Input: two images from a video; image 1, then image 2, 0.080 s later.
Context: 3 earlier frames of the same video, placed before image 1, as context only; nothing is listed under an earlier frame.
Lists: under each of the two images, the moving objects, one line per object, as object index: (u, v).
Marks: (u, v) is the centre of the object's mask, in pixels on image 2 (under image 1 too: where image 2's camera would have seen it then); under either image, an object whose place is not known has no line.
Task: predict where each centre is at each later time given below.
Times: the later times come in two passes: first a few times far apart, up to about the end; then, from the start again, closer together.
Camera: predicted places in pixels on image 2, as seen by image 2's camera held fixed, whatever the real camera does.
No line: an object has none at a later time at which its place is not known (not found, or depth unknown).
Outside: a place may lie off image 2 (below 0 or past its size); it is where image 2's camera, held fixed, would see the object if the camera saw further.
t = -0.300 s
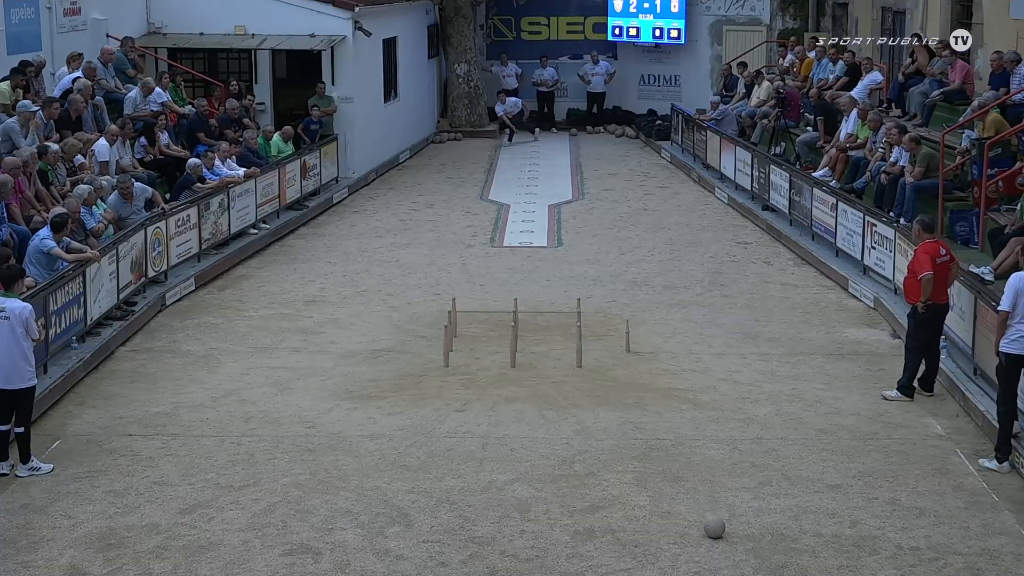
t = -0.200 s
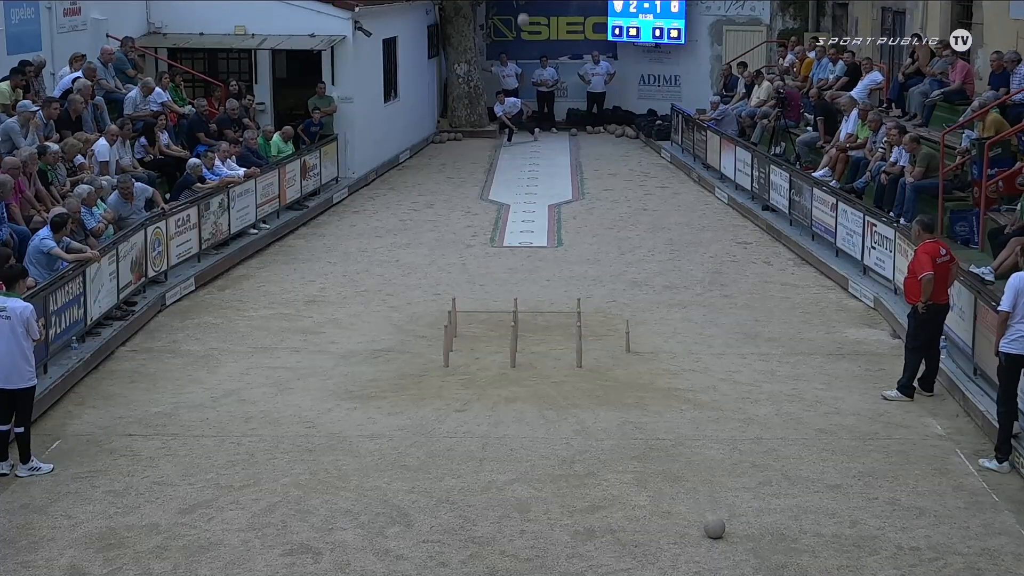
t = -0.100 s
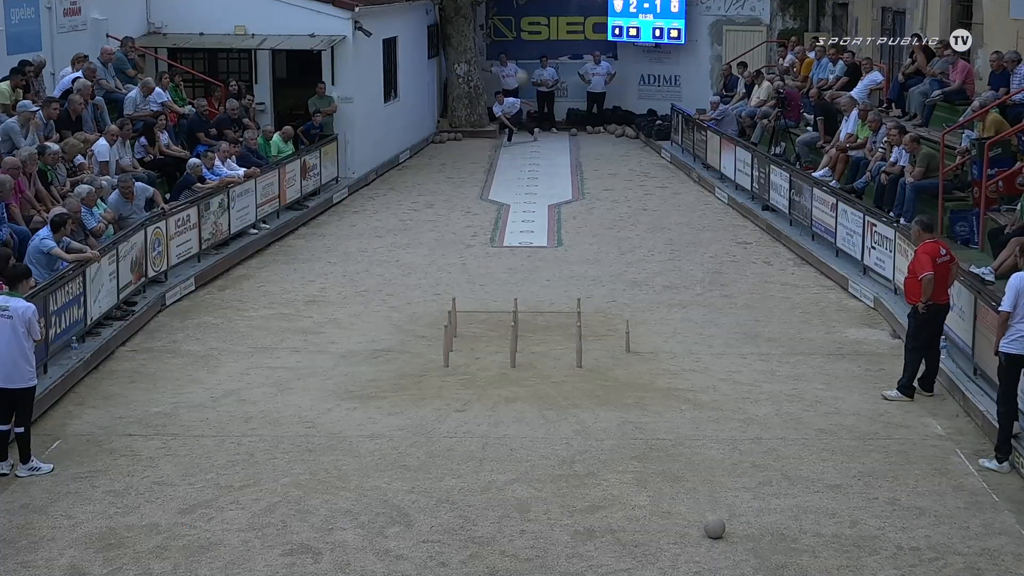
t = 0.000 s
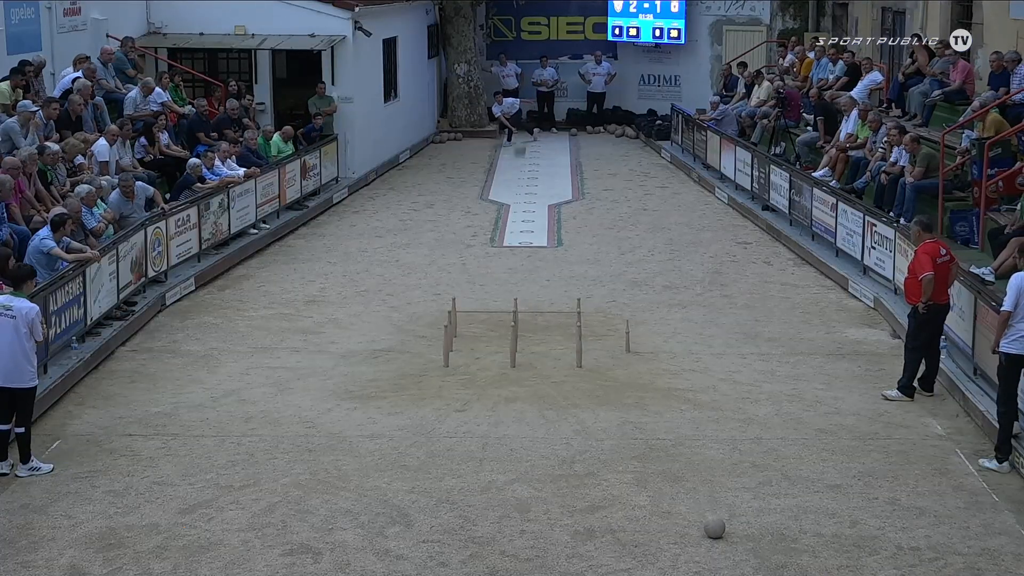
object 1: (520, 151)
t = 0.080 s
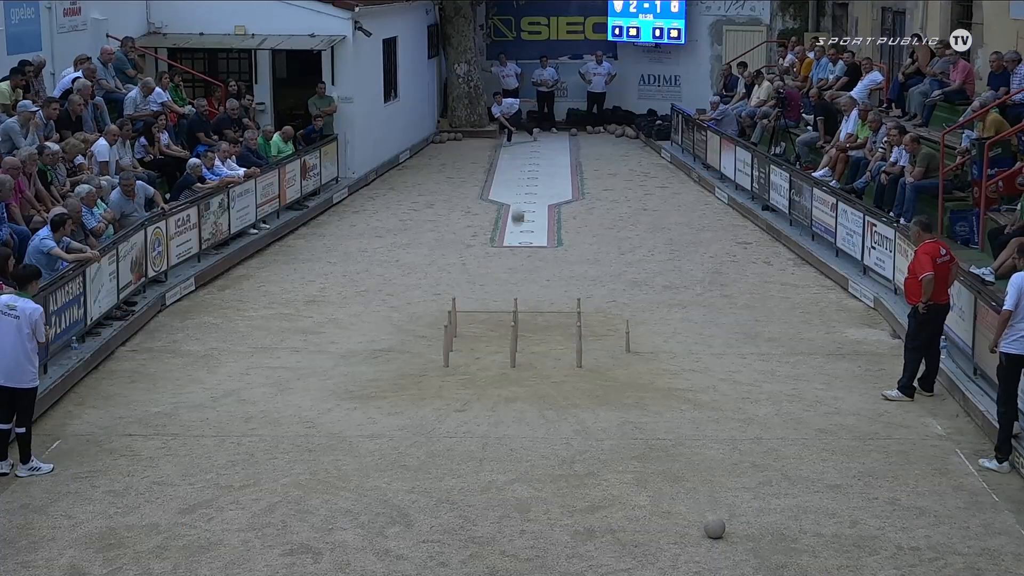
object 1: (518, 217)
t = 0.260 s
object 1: (518, 327)
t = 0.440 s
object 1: (551, 321)
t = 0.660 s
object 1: (578, 357)
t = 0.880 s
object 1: (619, 368)
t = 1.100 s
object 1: (655, 376)
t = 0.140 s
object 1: (520, 275)
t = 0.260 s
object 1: (518, 327)
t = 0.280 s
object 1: (519, 326)
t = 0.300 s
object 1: (530, 319)
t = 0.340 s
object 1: (536, 318)
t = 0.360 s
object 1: (538, 318)
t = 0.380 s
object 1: (541, 318)
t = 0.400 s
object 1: (544, 318)
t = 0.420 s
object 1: (547, 319)
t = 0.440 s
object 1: (551, 321)
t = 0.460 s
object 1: (553, 322)
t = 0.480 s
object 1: (557, 324)
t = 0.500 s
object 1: (560, 327)
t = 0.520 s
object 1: (562, 330)
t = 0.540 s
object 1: (565, 333)
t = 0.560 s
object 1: (568, 337)
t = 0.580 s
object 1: (570, 341)
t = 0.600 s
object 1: (572, 345)
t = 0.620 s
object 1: (573, 351)
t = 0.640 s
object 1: (576, 354)
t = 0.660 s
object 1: (578, 357)
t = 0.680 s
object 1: (591, 361)
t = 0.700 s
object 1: (593, 362)
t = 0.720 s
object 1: (596, 363)
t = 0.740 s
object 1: (598, 364)
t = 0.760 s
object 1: (600, 365)
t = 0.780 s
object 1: (603, 365)
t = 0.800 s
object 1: (606, 366)
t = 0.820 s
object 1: (609, 367)
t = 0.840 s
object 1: (612, 367)
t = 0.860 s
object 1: (616, 367)
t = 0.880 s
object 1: (619, 368)
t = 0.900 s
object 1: (623, 369)
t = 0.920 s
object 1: (626, 370)
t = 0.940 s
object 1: (629, 370)
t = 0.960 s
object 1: (632, 371)
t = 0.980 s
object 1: (636, 372)
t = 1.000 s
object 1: (639, 373)
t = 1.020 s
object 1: (642, 373)
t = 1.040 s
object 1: (645, 374)
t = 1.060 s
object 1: (648, 375)
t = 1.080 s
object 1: (652, 376)
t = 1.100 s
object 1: (655, 376)
